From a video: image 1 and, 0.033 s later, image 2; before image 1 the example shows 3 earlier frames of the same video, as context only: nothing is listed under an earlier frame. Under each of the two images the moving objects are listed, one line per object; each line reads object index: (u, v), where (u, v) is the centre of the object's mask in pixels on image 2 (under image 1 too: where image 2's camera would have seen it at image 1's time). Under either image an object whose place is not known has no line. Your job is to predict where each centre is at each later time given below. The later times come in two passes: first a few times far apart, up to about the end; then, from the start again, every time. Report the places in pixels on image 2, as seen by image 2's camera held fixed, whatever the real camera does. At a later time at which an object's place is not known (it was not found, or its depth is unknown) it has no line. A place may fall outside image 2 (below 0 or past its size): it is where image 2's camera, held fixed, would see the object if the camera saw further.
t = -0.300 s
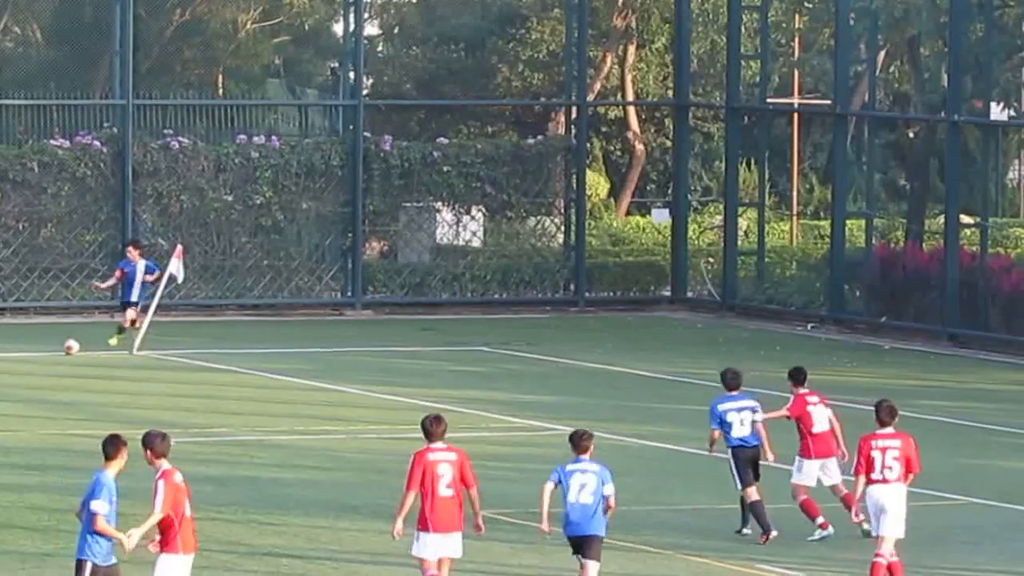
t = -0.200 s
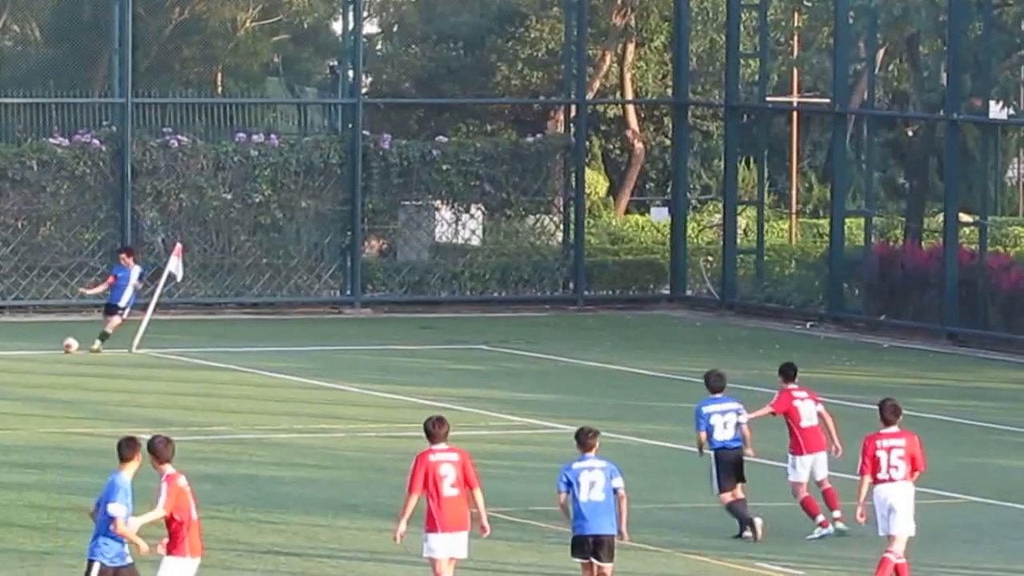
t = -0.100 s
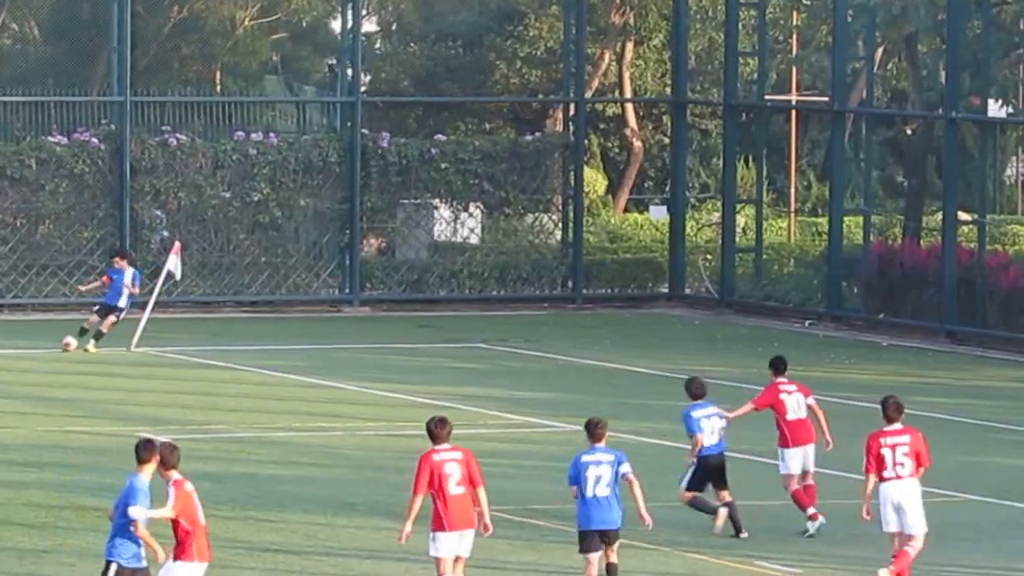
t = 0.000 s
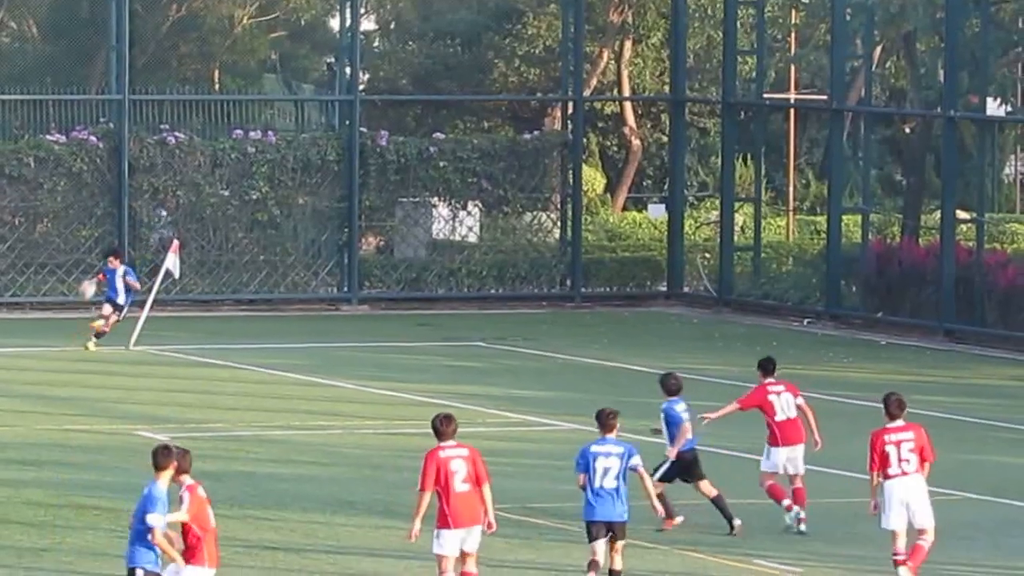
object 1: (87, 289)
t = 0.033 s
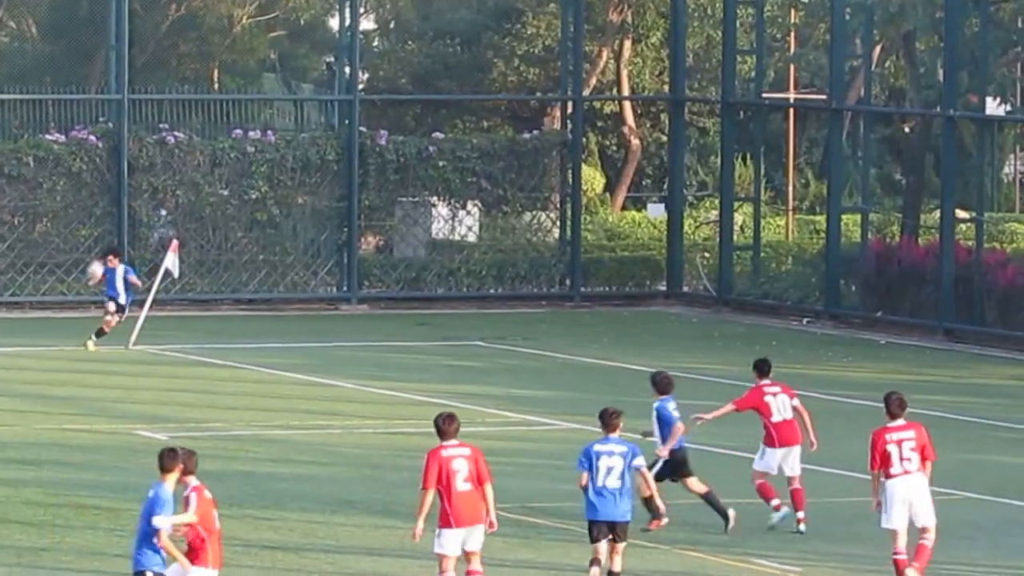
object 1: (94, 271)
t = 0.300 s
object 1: (179, 137)
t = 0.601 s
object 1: (309, 25)
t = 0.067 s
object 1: (104, 252)
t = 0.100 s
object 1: (113, 234)
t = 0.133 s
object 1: (123, 217)
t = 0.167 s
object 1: (133, 200)
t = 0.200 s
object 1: (144, 183)
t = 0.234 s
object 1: (156, 168)
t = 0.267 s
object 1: (167, 153)
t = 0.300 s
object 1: (179, 137)
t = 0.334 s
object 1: (192, 122)
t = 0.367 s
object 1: (205, 109)
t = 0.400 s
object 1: (220, 94)
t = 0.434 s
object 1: (234, 81)
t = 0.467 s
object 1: (248, 69)
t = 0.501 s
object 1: (263, 58)
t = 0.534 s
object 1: (277, 45)
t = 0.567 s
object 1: (293, 35)
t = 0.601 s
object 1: (309, 25)
